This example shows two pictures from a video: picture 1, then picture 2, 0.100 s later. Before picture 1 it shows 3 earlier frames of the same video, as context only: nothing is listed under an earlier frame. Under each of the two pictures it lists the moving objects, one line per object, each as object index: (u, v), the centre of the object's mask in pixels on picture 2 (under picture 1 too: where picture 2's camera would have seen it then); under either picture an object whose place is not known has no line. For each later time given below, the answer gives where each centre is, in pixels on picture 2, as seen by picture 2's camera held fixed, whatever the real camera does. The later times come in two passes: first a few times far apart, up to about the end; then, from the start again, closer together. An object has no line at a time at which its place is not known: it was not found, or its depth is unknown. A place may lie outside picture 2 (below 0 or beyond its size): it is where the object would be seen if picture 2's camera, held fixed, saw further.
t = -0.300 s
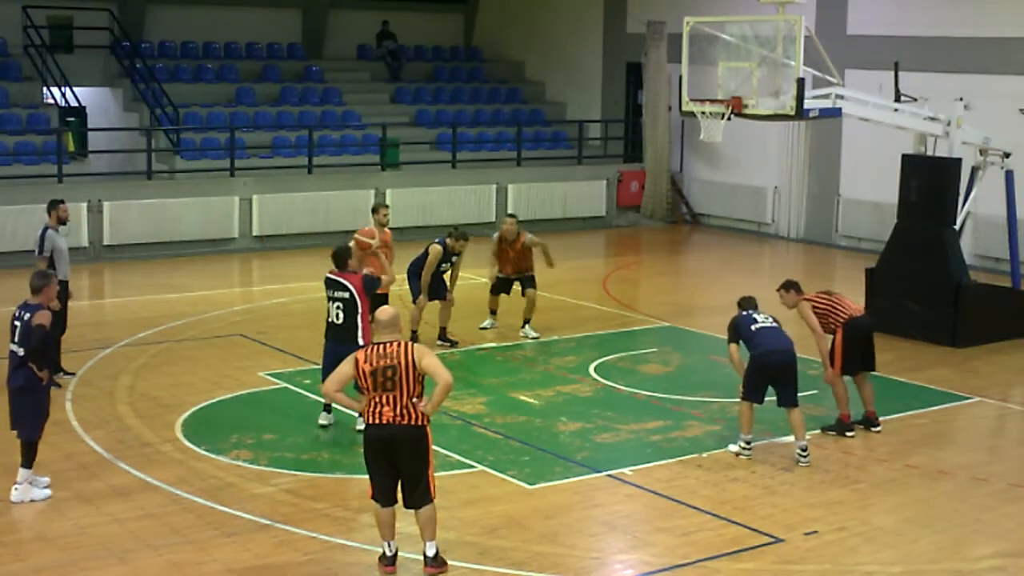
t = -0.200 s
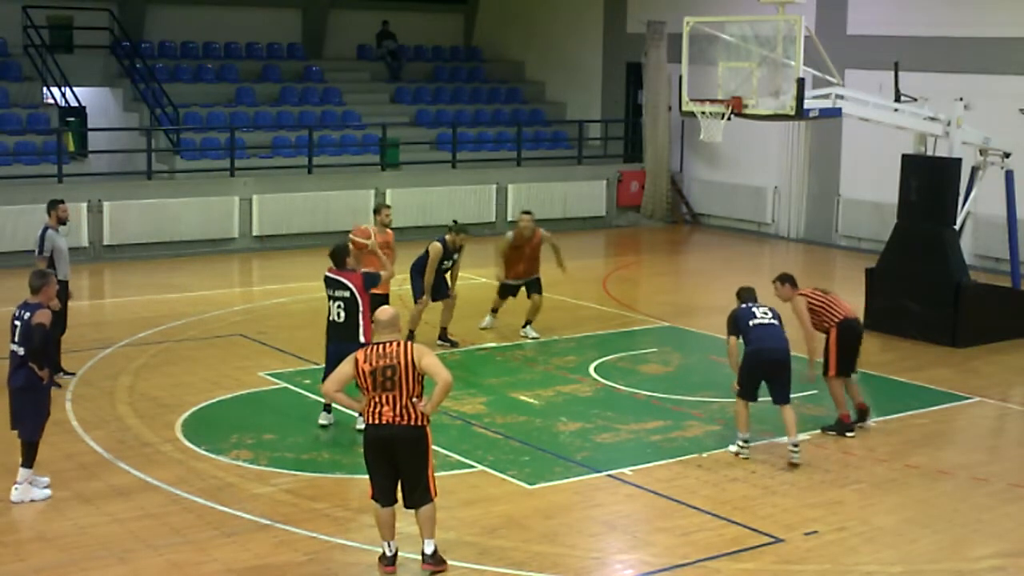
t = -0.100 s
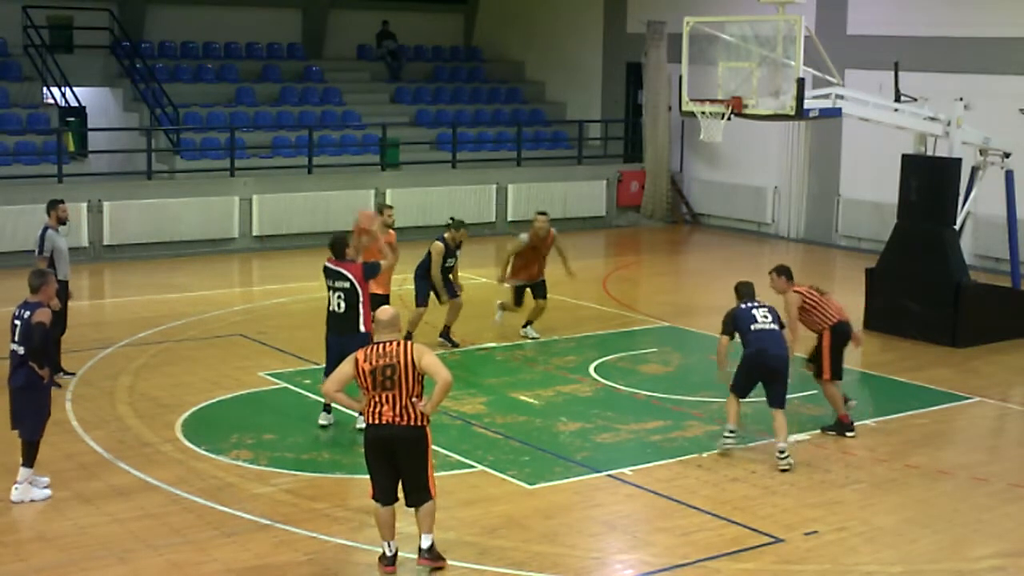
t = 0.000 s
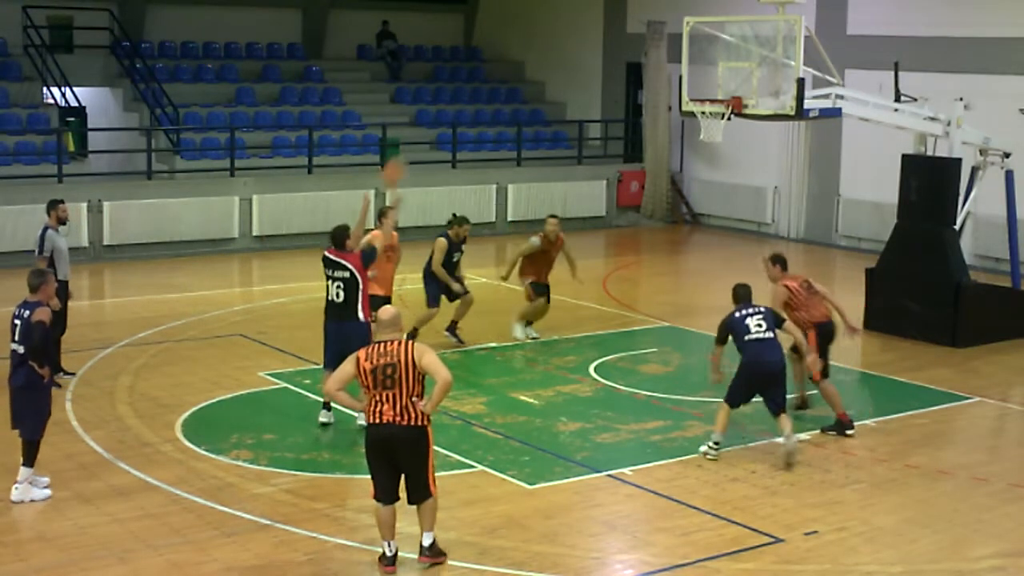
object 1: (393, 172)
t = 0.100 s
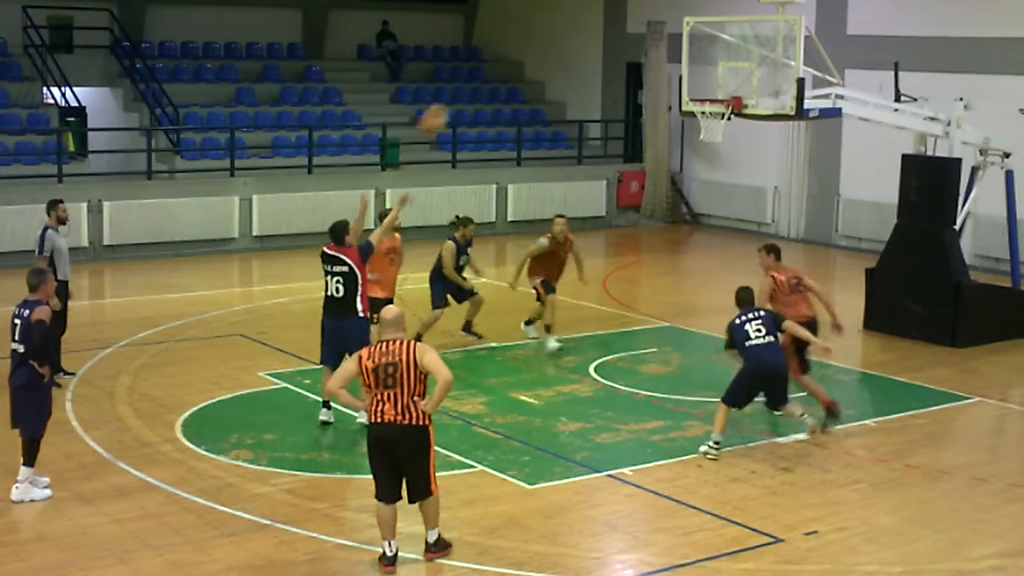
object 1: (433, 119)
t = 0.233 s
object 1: (484, 65)
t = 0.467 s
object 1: (568, 17)
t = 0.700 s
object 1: (645, 23)
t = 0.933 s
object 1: (711, 75)
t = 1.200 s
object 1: (662, 43)
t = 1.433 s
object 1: (589, 40)
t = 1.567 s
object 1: (546, 62)
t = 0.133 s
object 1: (447, 103)
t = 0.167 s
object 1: (458, 90)
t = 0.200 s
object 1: (471, 78)
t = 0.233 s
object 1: (484, 65)
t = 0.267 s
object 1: (497, 56)
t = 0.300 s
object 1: (510, 47)
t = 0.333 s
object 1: (521, 38)
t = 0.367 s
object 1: (534, 30)
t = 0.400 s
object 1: (546, 25)
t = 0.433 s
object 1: (556, 21)
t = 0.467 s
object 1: (568, 17)
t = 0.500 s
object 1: (579, 13)
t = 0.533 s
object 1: (590, 12)
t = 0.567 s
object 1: (602, 12)
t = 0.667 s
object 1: (633, 19)
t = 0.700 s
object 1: (645, 23)
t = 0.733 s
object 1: (654, 28)
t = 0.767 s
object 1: (663, 34)
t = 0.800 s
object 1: (672, 40)
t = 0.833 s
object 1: (684, 48)
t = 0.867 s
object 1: (692, 57)
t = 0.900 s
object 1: (703, 67)
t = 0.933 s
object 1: (711, 75)
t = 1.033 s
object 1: (708, 79)
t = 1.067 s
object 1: (700, 69)
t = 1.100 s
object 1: (691, 62)
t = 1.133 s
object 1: (677, 54)
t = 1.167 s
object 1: (671, 50)
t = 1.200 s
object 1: (662, 43)
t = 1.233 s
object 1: (652, 40)
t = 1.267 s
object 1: (640, 38)
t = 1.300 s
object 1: (630, 38)
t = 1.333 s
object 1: (620, 37)
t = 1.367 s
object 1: (612, 38)
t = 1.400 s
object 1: (601, 39)
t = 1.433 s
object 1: (589, 40)
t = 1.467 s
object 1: (580, 44)
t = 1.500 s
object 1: (568, 50)
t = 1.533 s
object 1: (558, 56)
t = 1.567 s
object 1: (546, 62)
